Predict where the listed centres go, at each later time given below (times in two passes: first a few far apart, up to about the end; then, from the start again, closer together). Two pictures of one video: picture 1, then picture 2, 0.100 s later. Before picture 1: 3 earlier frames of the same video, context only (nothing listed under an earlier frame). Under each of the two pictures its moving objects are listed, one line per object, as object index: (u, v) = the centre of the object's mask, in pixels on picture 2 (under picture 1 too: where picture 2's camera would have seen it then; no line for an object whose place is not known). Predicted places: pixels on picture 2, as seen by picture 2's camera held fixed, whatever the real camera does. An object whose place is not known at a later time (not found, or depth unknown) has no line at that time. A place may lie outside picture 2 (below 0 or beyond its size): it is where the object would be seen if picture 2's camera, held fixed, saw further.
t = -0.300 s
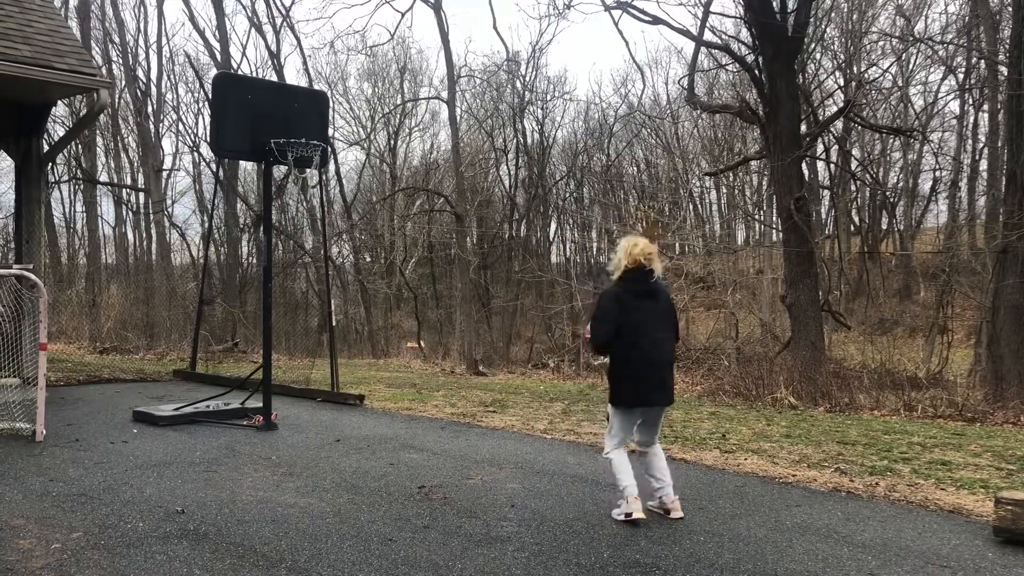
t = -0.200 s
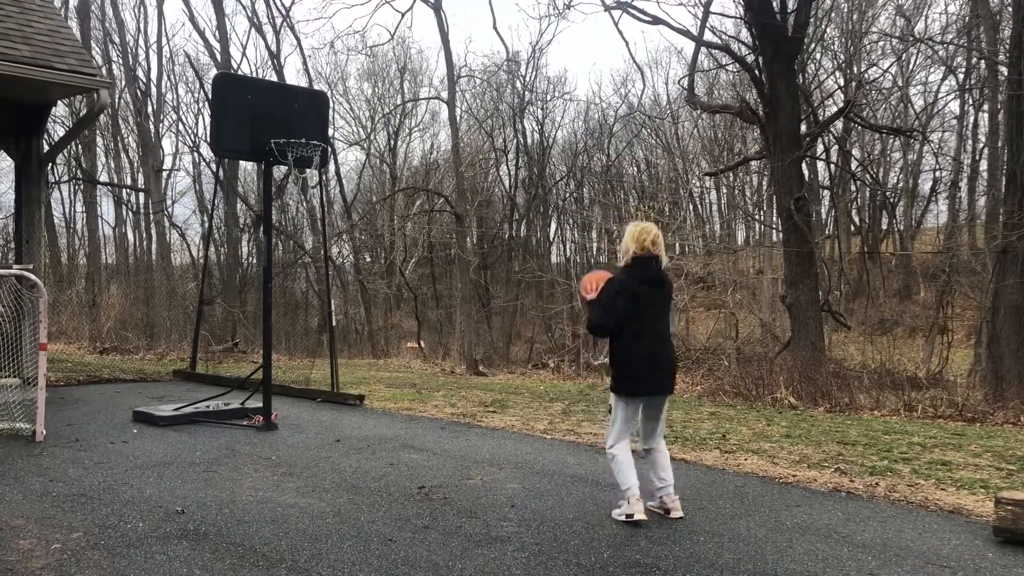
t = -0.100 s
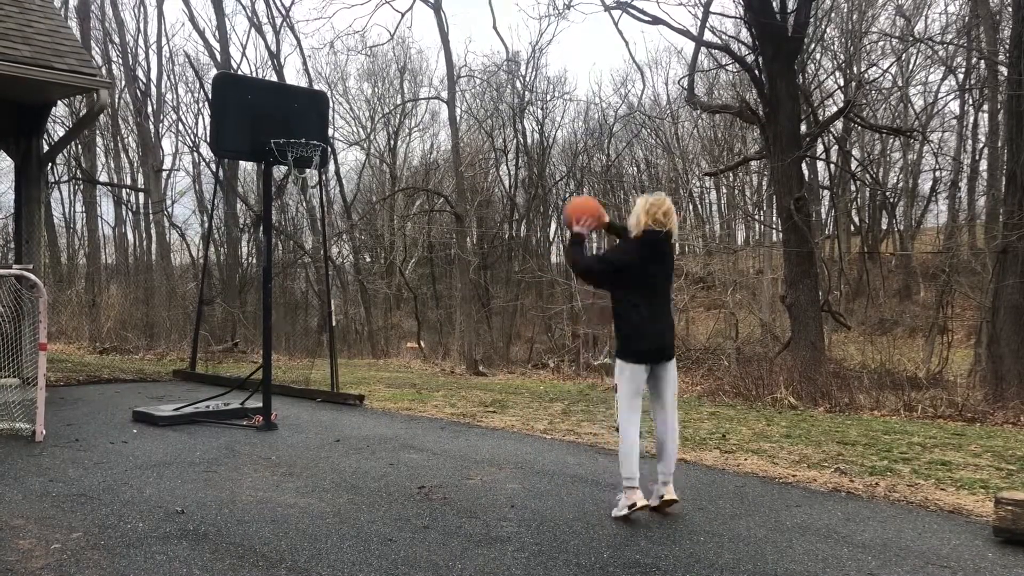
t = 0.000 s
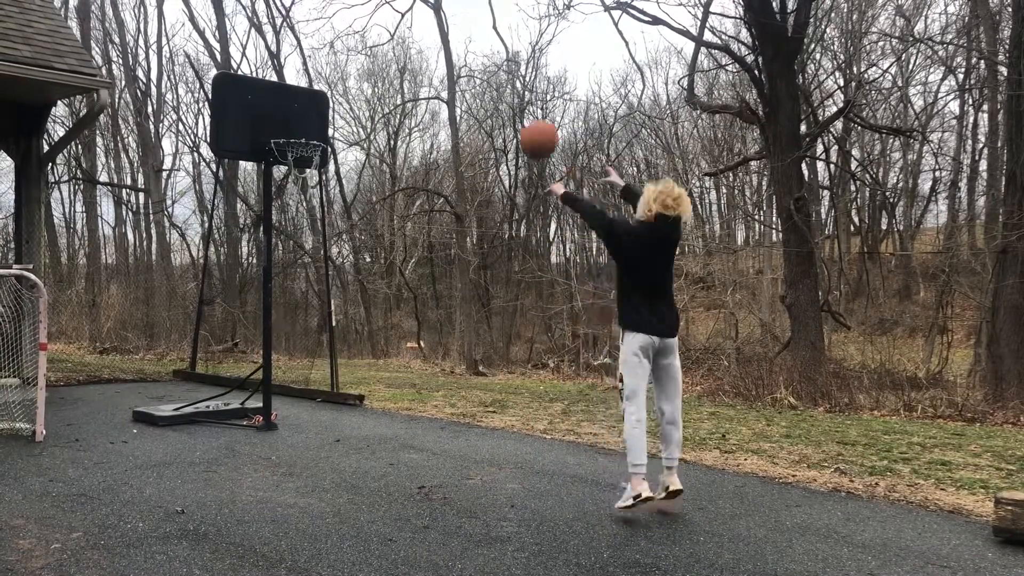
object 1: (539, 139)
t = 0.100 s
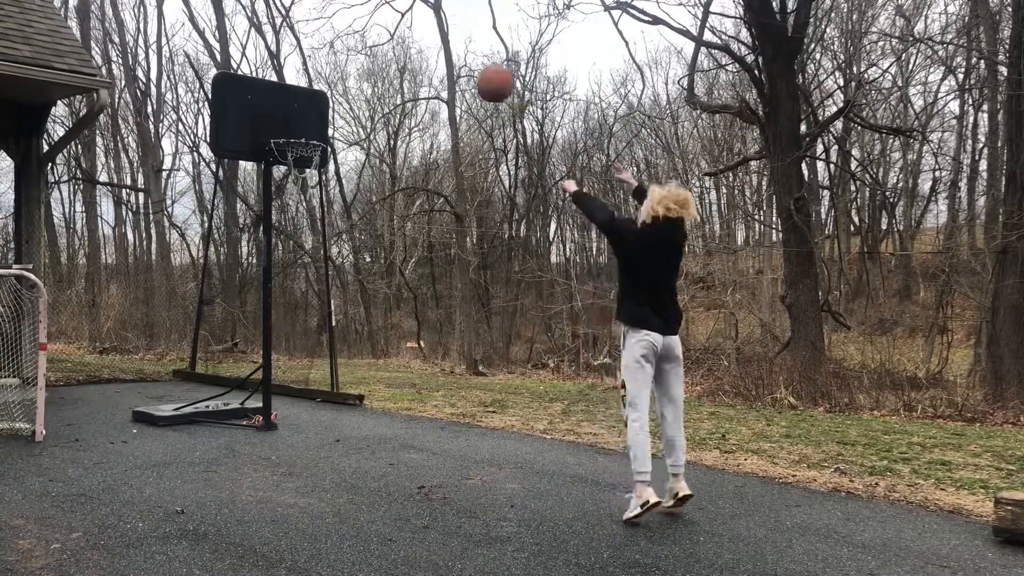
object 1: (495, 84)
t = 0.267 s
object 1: (428, 31)
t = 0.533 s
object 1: (336, 34)
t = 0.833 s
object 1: (274, 126)
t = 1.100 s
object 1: (312, 257)
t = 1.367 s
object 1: (351, 405)
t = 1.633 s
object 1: (400, 326)
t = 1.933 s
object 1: (457, 345)
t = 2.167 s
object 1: (504, 450)
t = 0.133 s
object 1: (481, 69)
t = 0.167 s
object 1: (468, 57)
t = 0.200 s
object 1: (453, 46)
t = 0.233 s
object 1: (440, 38)
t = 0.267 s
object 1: (428, 31)
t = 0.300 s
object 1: (415, 26)
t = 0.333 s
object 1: (403, 23)
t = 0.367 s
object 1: (391, 20)
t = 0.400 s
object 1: (380, 20)
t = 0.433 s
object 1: (368, 22)
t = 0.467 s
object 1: (357, 25)
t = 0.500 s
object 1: (346, 29)
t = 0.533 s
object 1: (336, 34)
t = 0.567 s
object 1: (325, 41)
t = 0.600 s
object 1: (315, 50)
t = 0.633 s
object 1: (305, 59)
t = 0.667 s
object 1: (295, 70)
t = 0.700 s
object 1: (287, 79)
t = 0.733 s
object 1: (277, 92)
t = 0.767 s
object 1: (269, 106)
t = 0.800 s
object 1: (272, 116)
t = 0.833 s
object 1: (274, 126)
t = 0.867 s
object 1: (278, 138)
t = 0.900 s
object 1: (283, 154)
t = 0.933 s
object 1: (288, 168)
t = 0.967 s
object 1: (293, 183)
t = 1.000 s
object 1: (297, 200)
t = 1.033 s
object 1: (303, 218)
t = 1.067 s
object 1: (308, 236)
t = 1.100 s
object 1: (312, 257)
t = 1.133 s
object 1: (318, 280)
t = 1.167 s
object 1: (322, 303)
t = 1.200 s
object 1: (327, 329)
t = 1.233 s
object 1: (331, 356)
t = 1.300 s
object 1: (340, 414)
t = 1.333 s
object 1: (345, 421)
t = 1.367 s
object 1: (351, 405)
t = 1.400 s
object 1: (356, 391)
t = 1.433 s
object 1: (363, 377)
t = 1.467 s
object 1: (369, 365)
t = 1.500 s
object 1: (376, 355)
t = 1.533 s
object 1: (381, 345)
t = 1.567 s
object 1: (388, 337)
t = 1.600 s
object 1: (394, 331)
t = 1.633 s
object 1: (400, 326)
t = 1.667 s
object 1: (407, 322)
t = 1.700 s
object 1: (412, 320)
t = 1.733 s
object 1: (419, 320)
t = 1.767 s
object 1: (425, 320)
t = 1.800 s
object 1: (431, 322)
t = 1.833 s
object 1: (437, 325)
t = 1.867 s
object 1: (444, 331)
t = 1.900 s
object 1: (450, 337)
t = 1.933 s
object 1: (457, 345)
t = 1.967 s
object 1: (463, 355)
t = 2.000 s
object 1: (470, 367)
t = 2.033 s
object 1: (477, 380)
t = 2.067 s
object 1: (484, 395)
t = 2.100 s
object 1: (491, 412)
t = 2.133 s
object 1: (497, 432)
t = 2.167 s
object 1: (504, 450)
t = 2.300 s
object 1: (531, 416)
